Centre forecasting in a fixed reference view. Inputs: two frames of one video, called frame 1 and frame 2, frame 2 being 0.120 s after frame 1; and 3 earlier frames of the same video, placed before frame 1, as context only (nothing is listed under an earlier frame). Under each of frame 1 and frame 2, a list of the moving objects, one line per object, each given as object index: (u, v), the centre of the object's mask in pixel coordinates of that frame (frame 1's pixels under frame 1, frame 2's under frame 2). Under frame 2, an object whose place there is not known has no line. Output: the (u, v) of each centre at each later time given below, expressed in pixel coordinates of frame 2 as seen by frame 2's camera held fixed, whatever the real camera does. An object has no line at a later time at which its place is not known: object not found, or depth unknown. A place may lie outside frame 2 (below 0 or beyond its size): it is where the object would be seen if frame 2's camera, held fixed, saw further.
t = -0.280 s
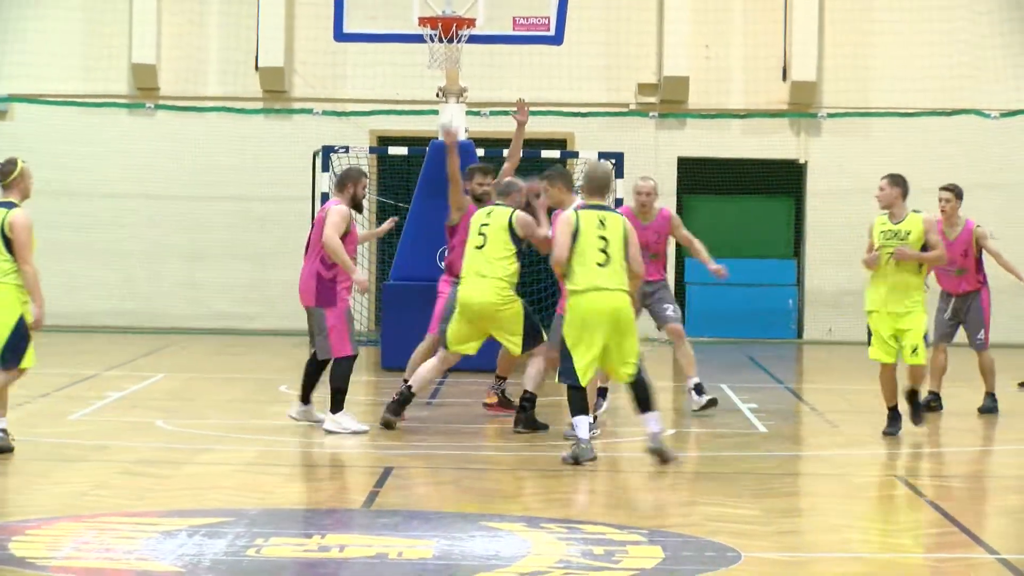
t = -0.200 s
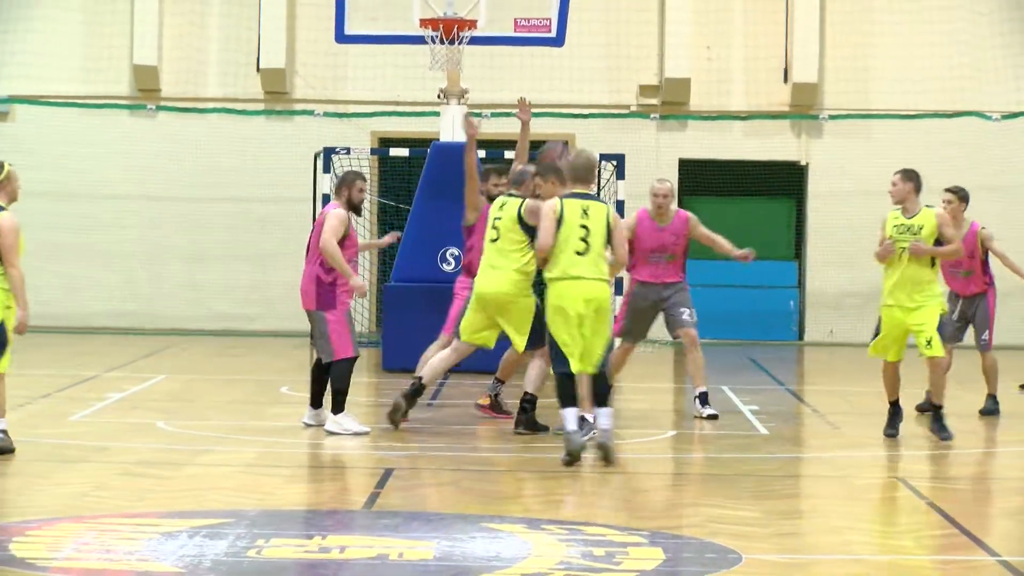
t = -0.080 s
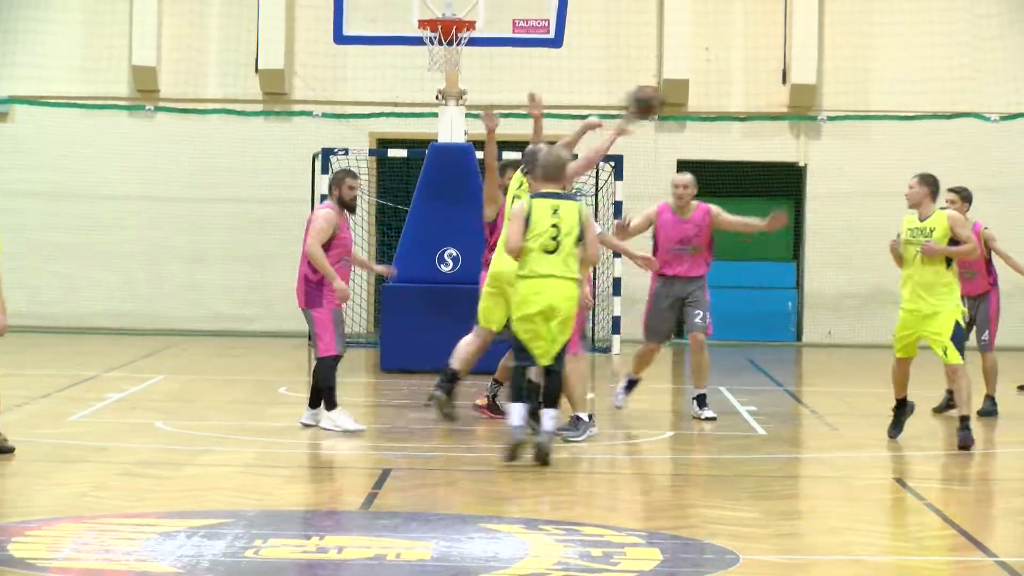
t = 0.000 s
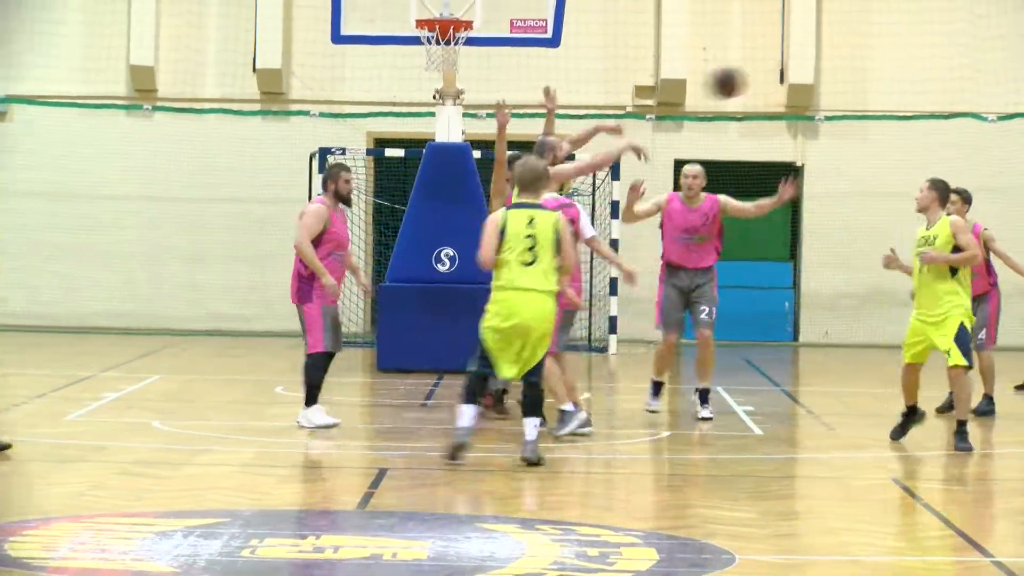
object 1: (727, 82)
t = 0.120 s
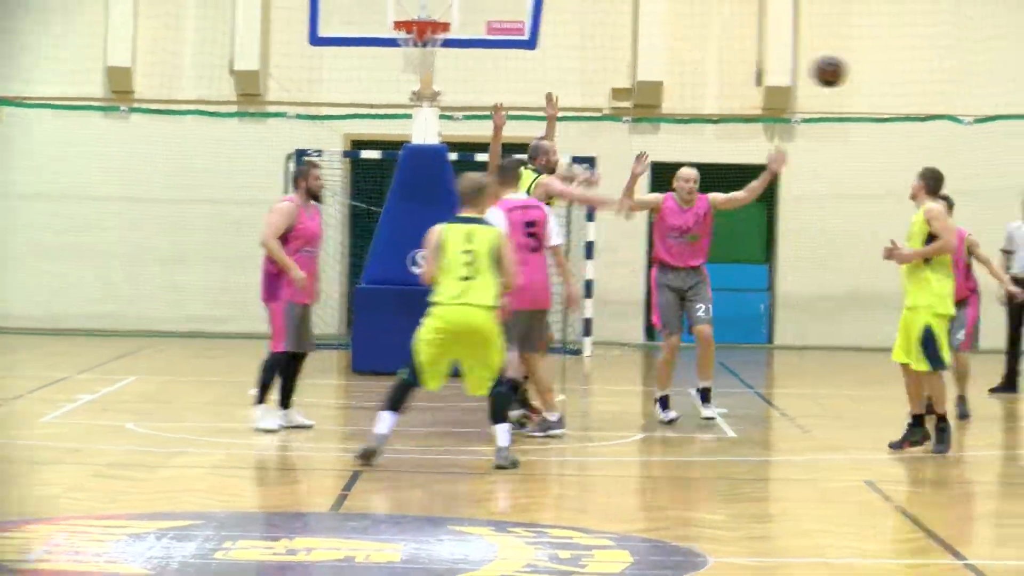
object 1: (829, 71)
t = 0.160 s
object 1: (865, 71)
